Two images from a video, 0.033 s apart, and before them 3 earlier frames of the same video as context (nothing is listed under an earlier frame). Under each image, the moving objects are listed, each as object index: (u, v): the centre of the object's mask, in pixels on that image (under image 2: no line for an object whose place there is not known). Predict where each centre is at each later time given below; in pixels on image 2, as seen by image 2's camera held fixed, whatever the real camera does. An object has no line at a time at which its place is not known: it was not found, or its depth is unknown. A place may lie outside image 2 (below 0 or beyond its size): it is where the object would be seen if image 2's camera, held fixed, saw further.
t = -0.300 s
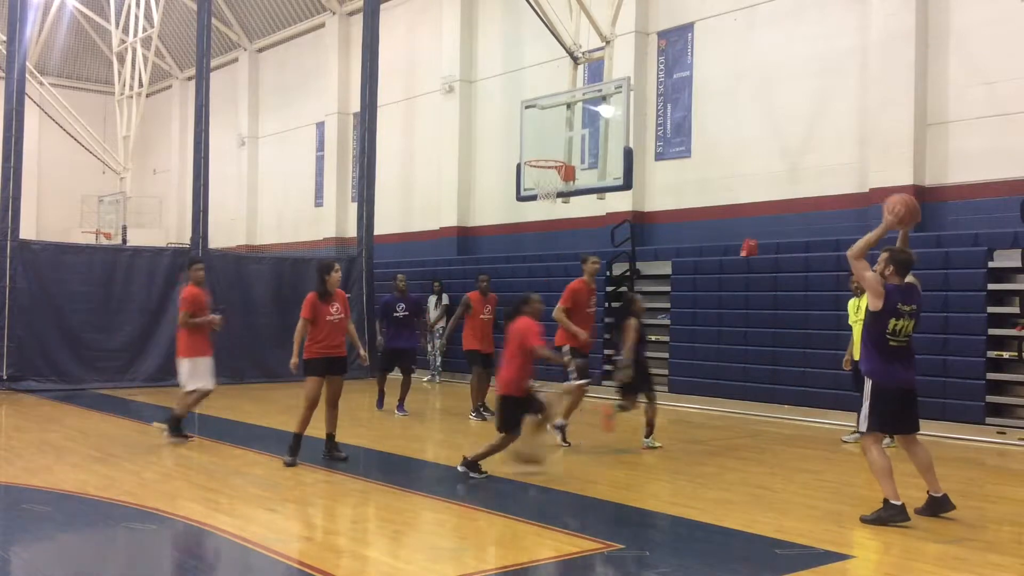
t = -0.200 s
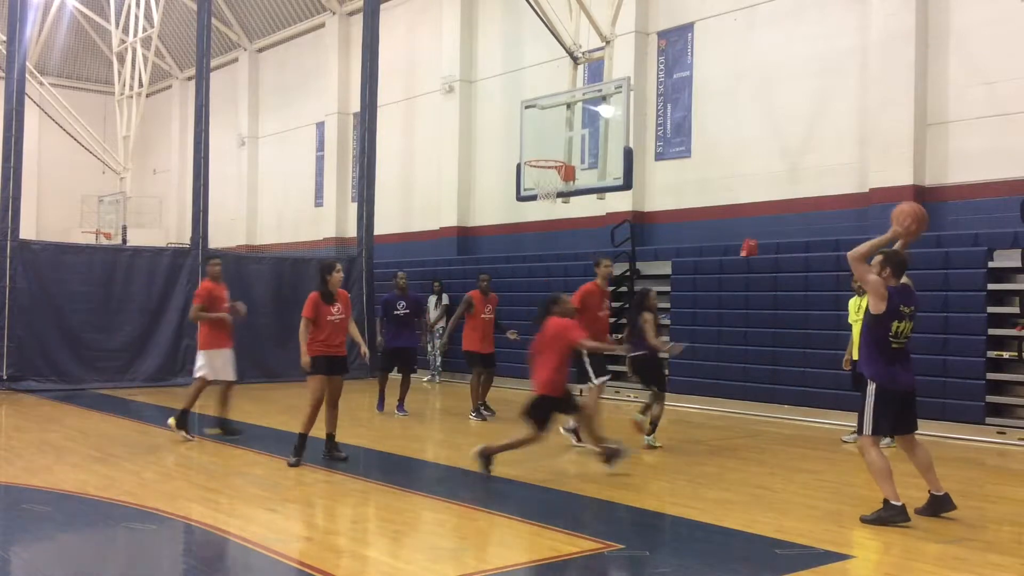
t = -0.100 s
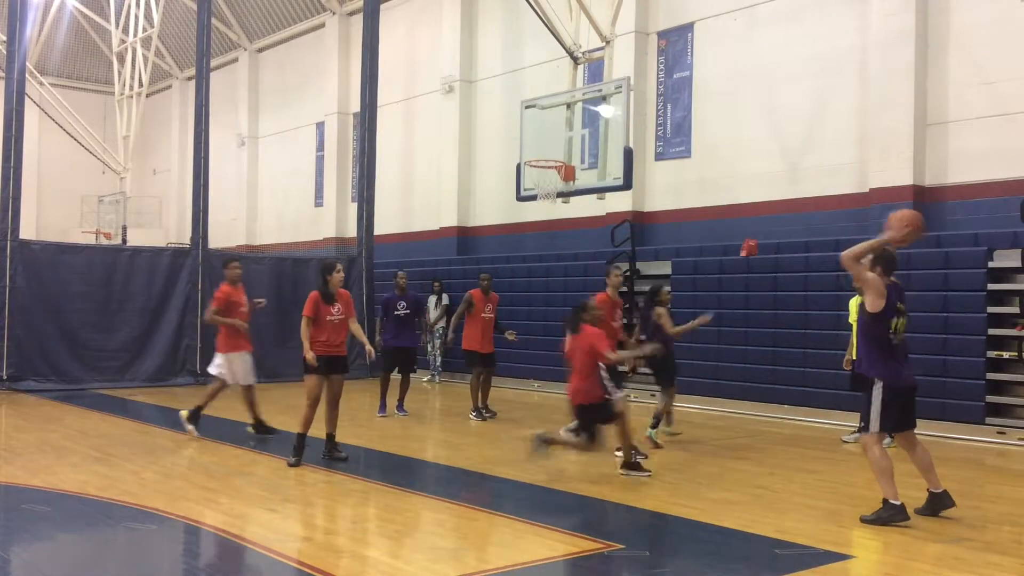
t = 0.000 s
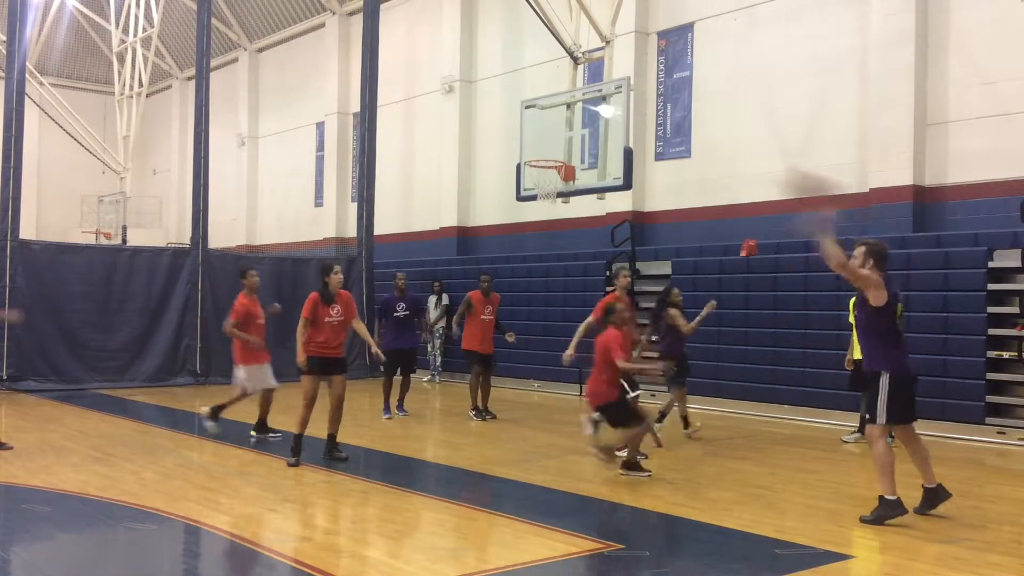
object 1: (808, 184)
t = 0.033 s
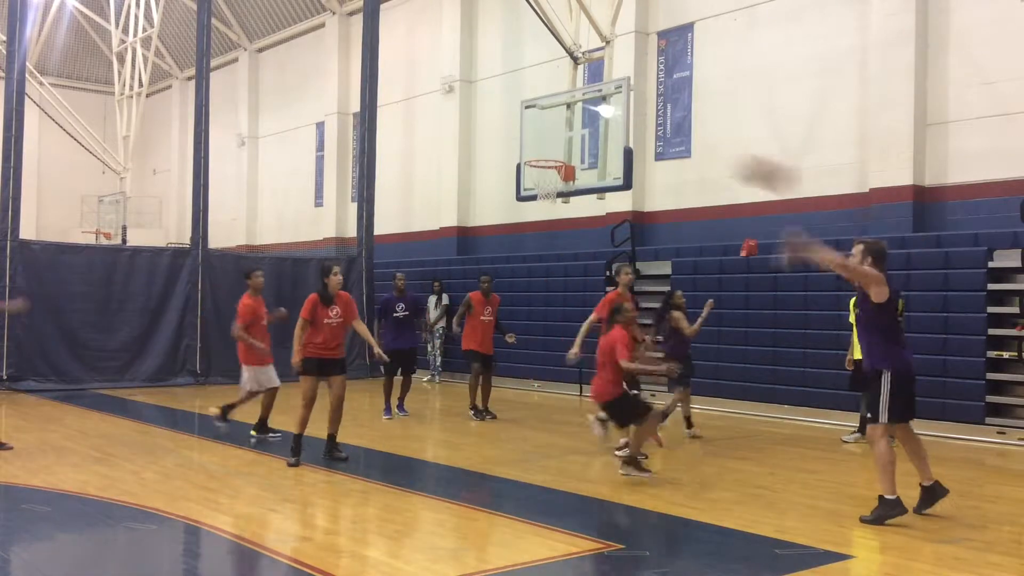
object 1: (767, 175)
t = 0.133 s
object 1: (629, 135)
